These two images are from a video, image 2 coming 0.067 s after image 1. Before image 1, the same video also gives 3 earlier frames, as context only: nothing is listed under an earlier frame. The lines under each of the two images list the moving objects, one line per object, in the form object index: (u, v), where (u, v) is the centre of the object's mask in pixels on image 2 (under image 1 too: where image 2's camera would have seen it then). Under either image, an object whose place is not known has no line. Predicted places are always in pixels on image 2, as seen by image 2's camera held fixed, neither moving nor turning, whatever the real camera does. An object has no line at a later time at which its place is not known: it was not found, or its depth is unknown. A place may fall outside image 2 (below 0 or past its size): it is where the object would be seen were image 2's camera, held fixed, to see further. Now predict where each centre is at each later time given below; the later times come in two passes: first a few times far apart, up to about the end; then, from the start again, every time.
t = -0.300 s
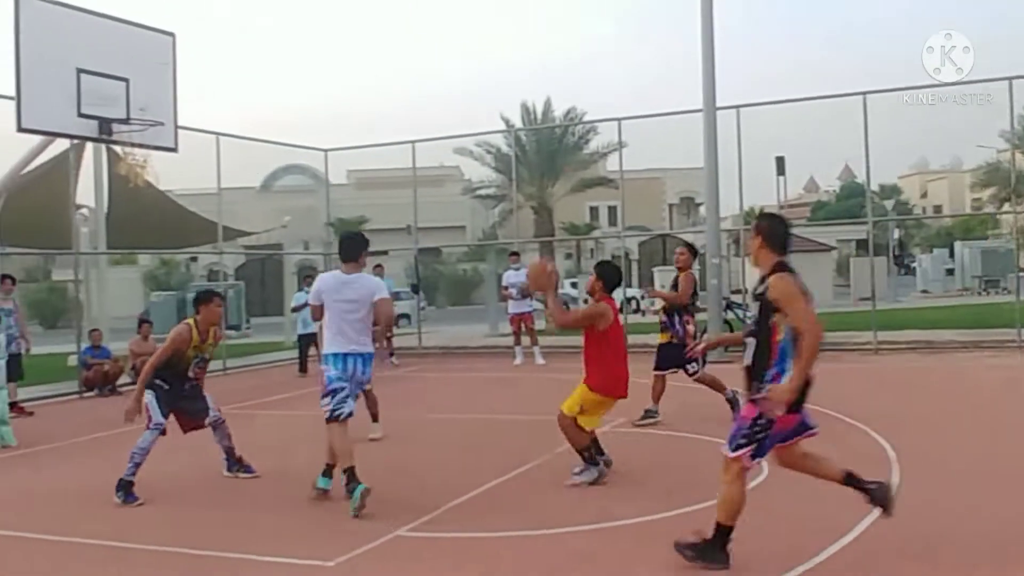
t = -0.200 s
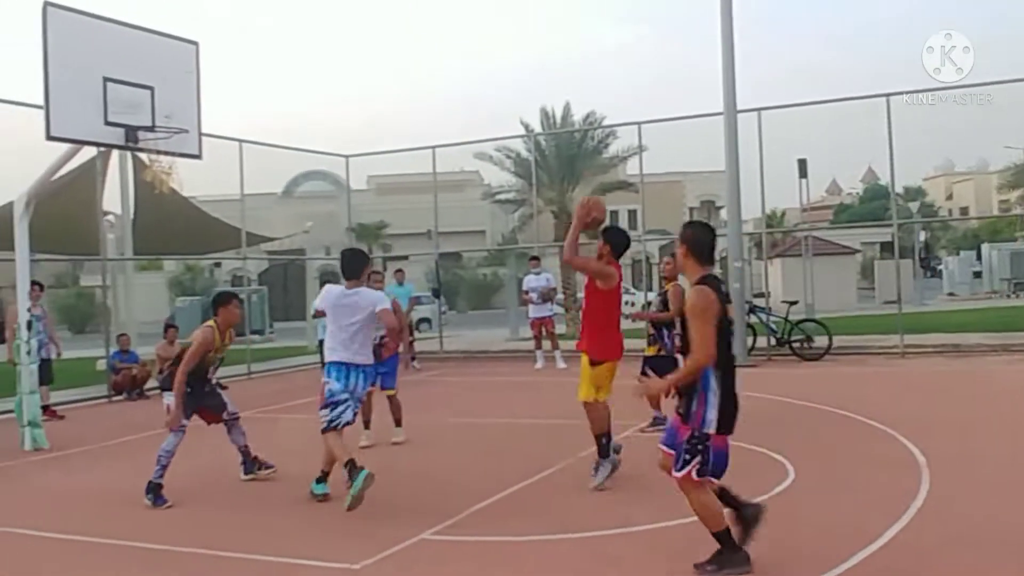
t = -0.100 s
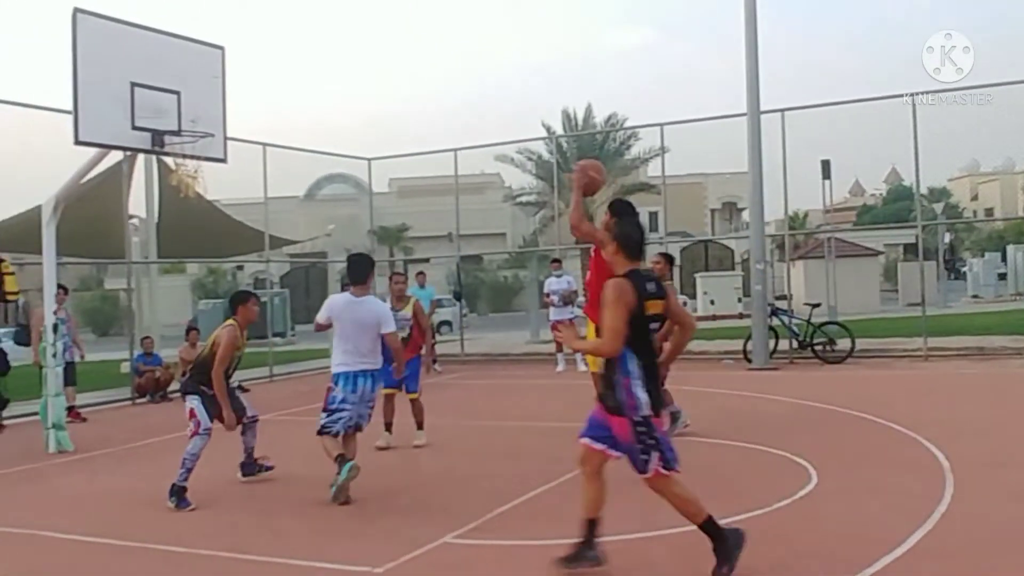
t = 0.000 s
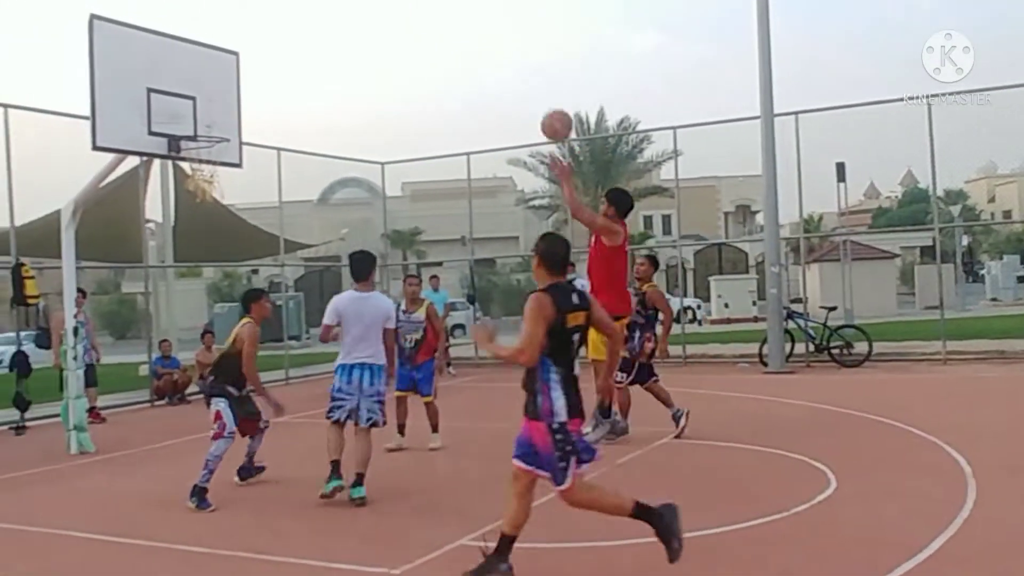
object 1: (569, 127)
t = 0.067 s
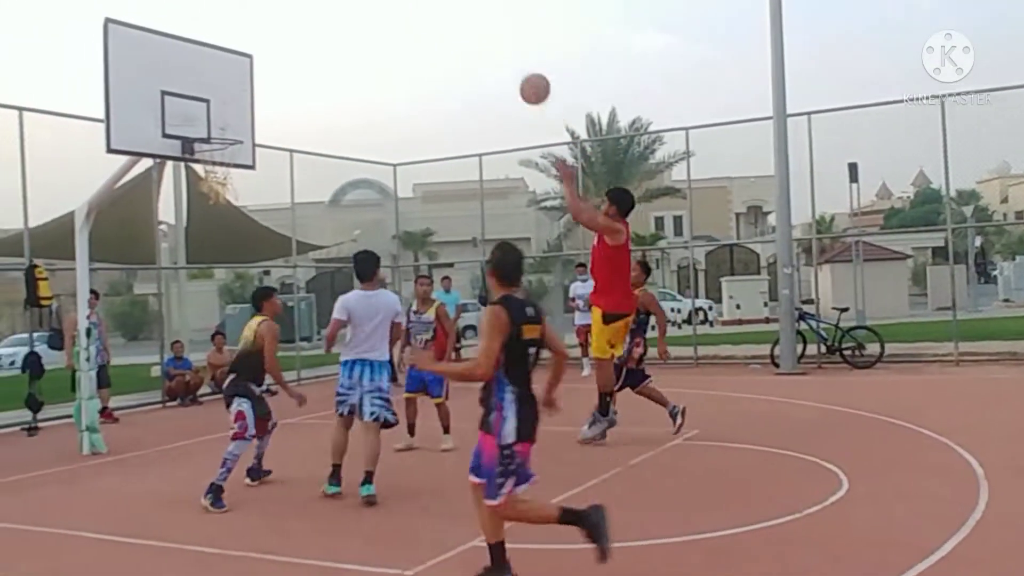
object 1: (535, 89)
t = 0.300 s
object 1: (428, 15)
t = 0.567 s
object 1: (326, 19)
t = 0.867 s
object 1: (233, 111)
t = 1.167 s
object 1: (242, 127)
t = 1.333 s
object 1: (277, 143)
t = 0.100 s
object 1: (518, 73)
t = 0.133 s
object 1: (502, 59)
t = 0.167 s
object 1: (486, 47)
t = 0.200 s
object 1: (471, 37)
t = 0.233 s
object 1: (456, 28)
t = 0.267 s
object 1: (442, 21)
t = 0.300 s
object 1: (428, 15)
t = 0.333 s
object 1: (414, 10)
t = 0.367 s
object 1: (400, 7)
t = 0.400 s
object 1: (387, 6)
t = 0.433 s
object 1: (374, 6)
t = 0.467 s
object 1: (362, 8)
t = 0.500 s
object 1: (350, 10)
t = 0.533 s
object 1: (338, 14)
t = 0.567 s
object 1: (326, 19)
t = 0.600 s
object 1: (315, 25)
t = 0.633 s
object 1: (304, 32)
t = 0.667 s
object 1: (293, 40)
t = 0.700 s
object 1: (282, 50)
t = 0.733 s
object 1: (272, 60)
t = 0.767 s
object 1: (262, 72)
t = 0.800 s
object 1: (252, 84)
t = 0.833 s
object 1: (243, 97)
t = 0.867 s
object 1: (233, 111)
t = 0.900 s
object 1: (224, 126)
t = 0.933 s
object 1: (219, 131)
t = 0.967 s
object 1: (215, 131)
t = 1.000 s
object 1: (211, 136)
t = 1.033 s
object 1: (214, 134)
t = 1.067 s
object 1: (220, 130)
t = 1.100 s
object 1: (227, 128)
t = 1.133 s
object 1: (235, 127)
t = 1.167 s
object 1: (242, 127)
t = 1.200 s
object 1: (248, 128)
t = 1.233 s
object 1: (255, 130)
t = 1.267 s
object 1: (263, 133)
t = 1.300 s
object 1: (270, 137)
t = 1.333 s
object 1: (277, 143)
